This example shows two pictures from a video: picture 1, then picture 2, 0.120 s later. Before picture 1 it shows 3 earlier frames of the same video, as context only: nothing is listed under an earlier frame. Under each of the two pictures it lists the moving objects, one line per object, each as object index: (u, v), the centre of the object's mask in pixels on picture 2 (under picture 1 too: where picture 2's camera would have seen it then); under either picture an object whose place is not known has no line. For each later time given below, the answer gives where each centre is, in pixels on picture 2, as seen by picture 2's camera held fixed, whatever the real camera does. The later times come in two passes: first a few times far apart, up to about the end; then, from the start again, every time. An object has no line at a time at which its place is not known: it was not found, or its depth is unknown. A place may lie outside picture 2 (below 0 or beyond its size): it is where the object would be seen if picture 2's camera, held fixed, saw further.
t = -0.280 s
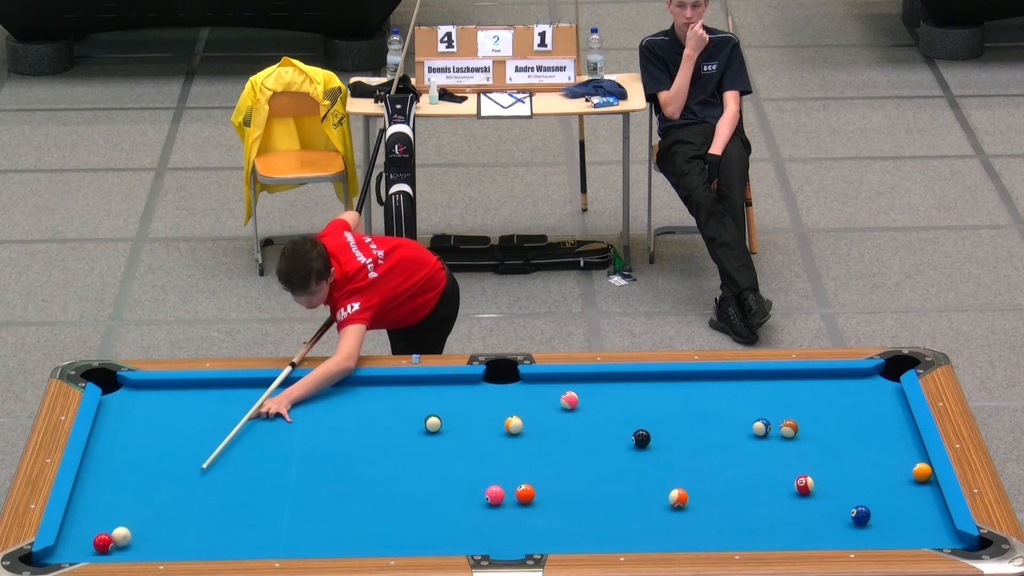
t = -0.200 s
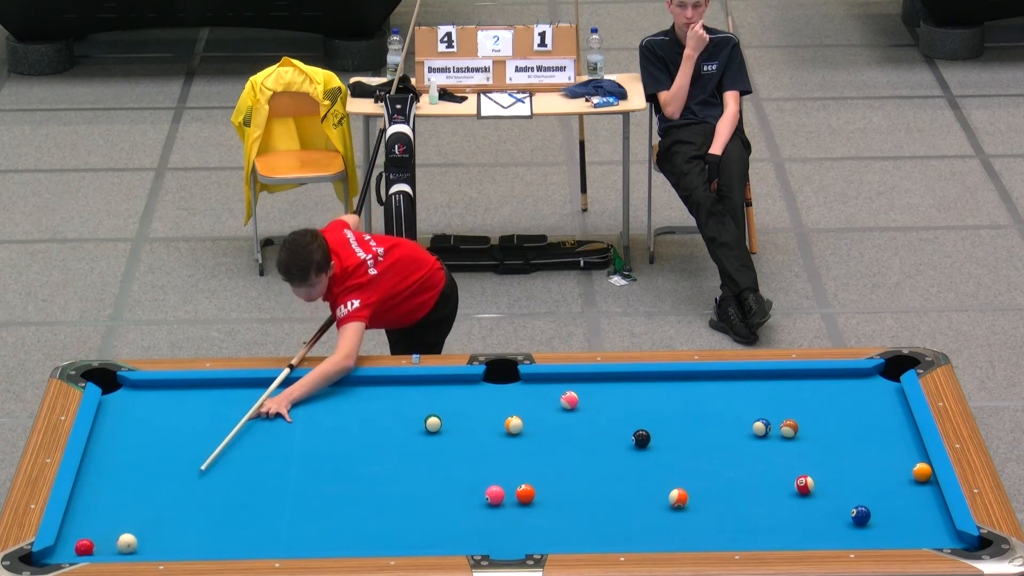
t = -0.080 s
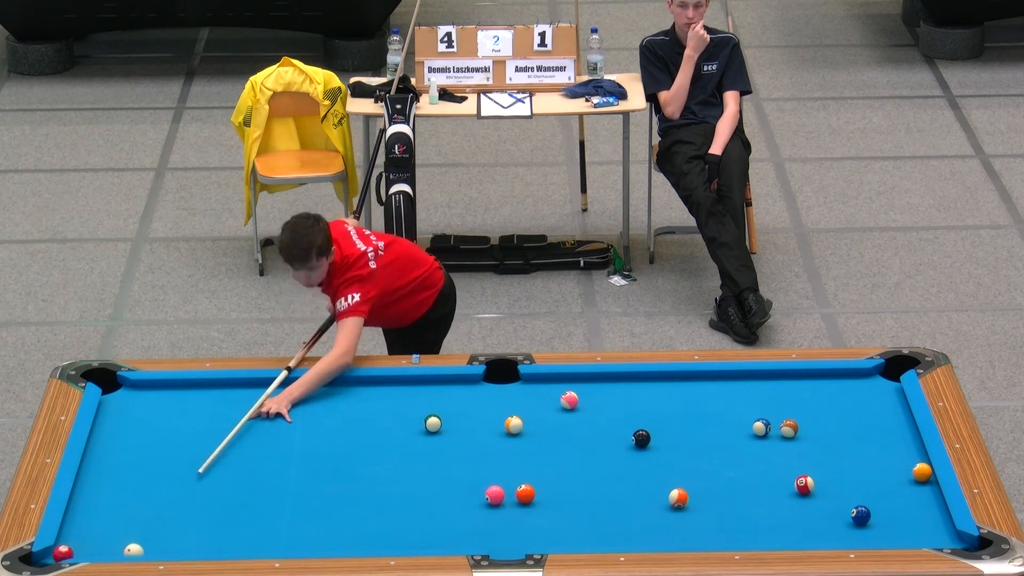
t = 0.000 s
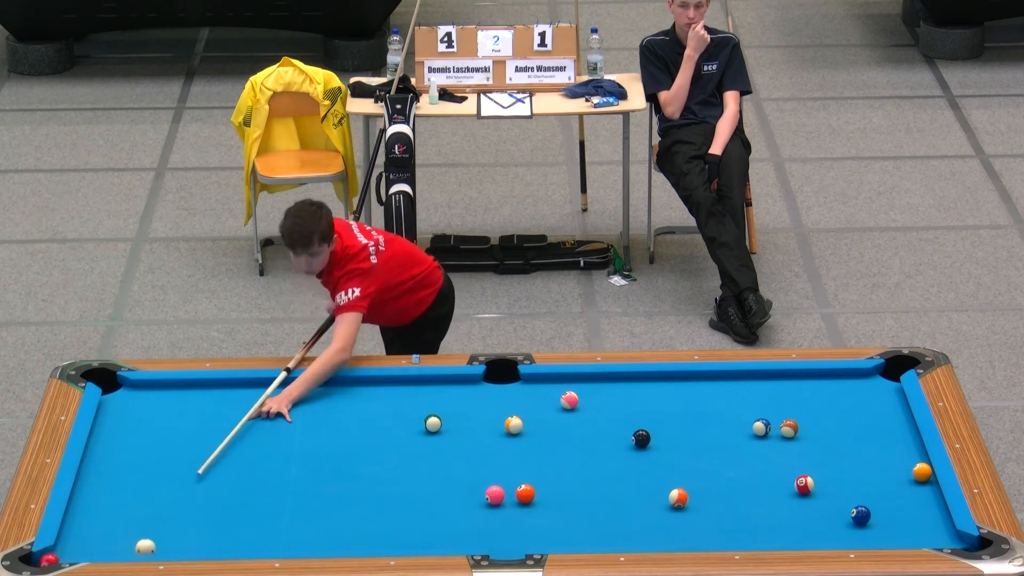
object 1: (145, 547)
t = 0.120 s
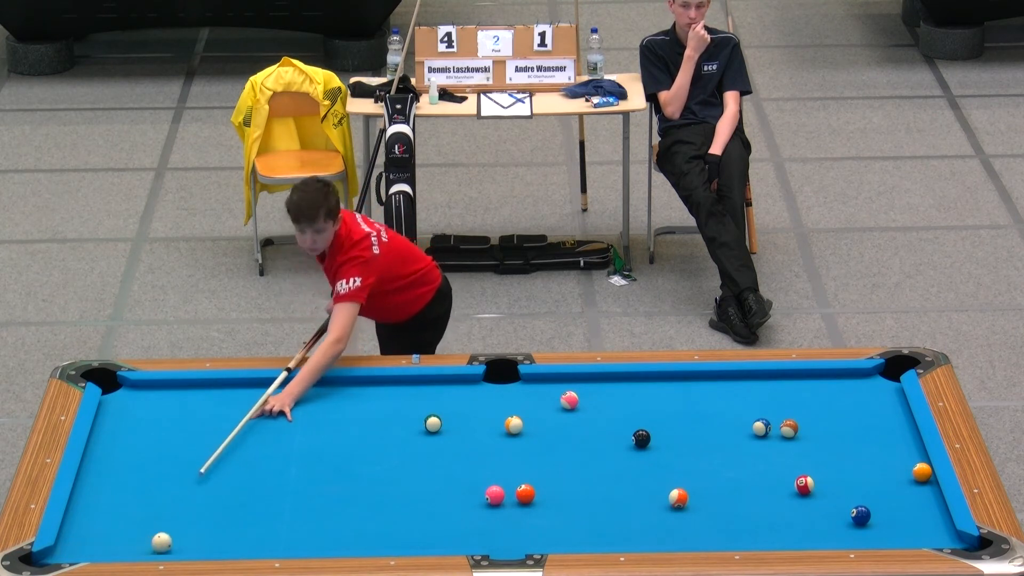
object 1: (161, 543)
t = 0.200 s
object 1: (172, 539)
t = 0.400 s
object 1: (198, 529)
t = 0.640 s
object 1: (227, 518)
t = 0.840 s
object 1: (250, 510)
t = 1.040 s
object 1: (272, 502)
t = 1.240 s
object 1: (292, 494)
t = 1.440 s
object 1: (311, 487)
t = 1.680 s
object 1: (333, 479)
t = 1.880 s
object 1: (349, 473)
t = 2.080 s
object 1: (365, 467)
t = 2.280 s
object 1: (379, 461)
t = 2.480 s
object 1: (392, 456)
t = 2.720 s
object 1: (407, 450)
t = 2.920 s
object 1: (419, 446)
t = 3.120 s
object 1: (430, 441)
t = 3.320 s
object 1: (440, 438)
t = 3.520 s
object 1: (449, 434)
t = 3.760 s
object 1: (458, 430)
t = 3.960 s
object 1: (466, 427)
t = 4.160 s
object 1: (472, 425)
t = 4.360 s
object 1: (478, 422)
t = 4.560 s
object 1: (483, 420)
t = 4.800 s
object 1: (488, 418)
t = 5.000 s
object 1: (491, 416)
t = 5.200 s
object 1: (493, 415)
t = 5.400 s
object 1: (495, 414)
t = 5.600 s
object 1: (495, 413)
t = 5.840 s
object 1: (496, 413)
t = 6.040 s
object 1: (496, 413)
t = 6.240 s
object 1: (496, 413)
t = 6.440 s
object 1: (496, 413)
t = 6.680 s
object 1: (496, 413)
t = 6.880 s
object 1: (495, 412)
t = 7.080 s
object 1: (495, 413)
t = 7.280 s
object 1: (495, 413)
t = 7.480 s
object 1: (495, 413)
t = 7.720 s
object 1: (495, 412)
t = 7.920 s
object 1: (495, 412)
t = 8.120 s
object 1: (495, 412)
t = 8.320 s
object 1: (495, 412)
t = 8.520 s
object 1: (495, 412)
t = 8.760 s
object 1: (495, 412)
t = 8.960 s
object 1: (495, 412)
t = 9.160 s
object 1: (495, 412)
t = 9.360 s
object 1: (495, 412)
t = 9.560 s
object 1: (495, 412)
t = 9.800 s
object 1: (495, 412)
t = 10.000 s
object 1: (495, 412)
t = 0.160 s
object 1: (167, 541)
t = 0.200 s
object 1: (172, 539)
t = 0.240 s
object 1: (177, 537)
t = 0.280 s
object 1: (183, 535)
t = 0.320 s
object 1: (188, 533)
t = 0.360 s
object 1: (193, 531)
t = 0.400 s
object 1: (198, 529)
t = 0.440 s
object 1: (203, 527)
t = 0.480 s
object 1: (208, 525)
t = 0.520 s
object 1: (213, 524)
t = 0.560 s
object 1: (217, 522)
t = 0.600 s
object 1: (223, 520)
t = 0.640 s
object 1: (227, 518)
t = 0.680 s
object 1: (232, 516)
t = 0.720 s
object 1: (236, 515)
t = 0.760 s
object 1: (241, 513)
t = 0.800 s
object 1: (246, 511)
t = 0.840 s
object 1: (250, 510)
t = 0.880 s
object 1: (254, 508)
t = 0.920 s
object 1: (259, 506)
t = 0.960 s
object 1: (263, 505)
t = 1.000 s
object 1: (268, 503)
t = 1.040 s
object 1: (272, 502)
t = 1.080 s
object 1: (276, 500)
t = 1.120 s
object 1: (280, 498)
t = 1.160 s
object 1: (284, 497)
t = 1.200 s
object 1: (288, 496)
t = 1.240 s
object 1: (292, 494)
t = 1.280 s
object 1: (296, 493)
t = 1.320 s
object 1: (300, 491)
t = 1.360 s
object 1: (304, 490)
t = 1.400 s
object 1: (308, 488)
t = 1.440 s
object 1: (311, 487)
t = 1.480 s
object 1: (315, 486)
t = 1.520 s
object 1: (319, 484)
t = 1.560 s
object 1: (322, 483)
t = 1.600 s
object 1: (326, 482)
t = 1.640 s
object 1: (329, 480)
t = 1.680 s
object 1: (333, 479)
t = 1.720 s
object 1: (336, 477)
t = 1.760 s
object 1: (339, 476)
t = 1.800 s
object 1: (343, 475)
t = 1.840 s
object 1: (346, 474)
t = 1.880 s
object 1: (349, 473)
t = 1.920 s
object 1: (352, 471)
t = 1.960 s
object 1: (356, 470)
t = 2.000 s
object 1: (359, 469)
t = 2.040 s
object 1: (361, 468)
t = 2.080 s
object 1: (365, 467)
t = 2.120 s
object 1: (367, 465)
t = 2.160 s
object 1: (371, 464)
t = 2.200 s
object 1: (373, 463)
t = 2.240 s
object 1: (376, 462)
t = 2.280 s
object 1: (379, 461)
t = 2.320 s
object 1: (381, 460)
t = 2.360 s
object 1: (384, 459)
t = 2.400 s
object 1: (387, 458)
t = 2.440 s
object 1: (389, 457)
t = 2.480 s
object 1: (392, 456)
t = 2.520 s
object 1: (395, 455)
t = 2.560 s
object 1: (397, 454)
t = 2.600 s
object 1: (400, 453)
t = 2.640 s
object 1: (402, 452)
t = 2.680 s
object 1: (405, 451)
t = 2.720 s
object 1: (407, 450)
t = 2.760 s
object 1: (409, 449)
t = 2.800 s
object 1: (412, 448)
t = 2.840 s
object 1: (414, 447)
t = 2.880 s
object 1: (416, 447)
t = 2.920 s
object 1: (419, 446)
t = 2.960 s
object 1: (421, 445)
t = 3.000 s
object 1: (423, 444)
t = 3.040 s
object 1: (425, 443)
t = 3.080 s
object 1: (428, 442)
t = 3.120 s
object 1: (430, 441)
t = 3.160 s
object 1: (432, 441)
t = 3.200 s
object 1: (434, 440)
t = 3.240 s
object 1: (436, 439)
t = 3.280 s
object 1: (438, 438)
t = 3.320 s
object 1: (440, 438)
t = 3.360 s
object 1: (442, 437)
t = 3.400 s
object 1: (443, 436)
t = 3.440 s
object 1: (445, 436)
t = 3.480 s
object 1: (447, 435)
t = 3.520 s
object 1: (449, 434)
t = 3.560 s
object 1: (450, 433)
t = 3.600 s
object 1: (452, 433)
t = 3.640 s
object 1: (454, 432)
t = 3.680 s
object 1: (455, 431)
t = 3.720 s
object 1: (457, 431)
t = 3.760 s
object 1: (458, 430)
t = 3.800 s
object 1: (460, 430)
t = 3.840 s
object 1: (461, 429)
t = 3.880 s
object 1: (463, 428)
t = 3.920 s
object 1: (464, 428)
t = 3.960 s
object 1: (466, 427)
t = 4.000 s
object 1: (467, 427)
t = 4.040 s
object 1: (468, 426)
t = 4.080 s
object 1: (470, 425)
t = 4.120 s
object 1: (471, 425)
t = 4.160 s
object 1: (472, 425)
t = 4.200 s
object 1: (473, 424)
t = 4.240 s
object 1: (474, 424)
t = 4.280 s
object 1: (476, 423)
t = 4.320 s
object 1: (477, 423)
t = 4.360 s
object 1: (478, 422)
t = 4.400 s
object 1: (479, 422)
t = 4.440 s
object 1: (480, 421)
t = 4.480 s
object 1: (481, 421)
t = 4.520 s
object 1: (482, 421)
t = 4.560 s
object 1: (483, 420)
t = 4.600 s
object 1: (484, 420)
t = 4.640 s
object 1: (485, 420)
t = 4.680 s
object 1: (485, 419)
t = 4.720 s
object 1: (486, 419)
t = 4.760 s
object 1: (487, 419)
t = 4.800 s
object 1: (488, 418)
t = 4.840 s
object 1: (488, 418)
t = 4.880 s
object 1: (489, 417)
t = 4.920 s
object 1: (490, 417)
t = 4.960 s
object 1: (490, 417)
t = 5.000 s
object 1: (491, 416)
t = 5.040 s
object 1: (491, 416)
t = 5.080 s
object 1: (492, 416)
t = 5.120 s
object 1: (492, 416)
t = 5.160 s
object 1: (493, 416)
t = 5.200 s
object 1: (493, 415)
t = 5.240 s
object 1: (494, 415)
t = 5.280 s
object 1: (494, 415)
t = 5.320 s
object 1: (494, 415)
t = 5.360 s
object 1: (495, 414)
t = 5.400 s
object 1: (495, 414)
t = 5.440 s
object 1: (495, 414)
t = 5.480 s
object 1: (495, 414)
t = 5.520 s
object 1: (495, 414)
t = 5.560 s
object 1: (495, 413)
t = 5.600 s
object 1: (495, 413)
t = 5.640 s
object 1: (495, 413)
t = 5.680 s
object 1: (495, 413)
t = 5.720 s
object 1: (495, 413)
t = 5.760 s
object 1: (495, 413)
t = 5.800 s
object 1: (495, 413)
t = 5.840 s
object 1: (496, 413)
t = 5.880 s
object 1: (495, 413)
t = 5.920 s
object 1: (496, 413)
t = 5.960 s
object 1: (496, 413)
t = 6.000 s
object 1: (496, 413)
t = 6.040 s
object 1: (496, 413)
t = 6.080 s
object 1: (495, 413)
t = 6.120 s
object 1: (496, 413)
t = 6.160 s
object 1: (496, 413)
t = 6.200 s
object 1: (496, 413)
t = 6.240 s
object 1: (496, 413)
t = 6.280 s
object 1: (495, 413)
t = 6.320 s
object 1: (496, 413)
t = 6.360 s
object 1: (495, 413)
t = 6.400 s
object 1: (495, 413)
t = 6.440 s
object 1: (496, 413)
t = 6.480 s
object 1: (496, 413)
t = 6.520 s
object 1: (496, 413)
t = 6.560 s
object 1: (495, 413)
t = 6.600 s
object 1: (495, 413)
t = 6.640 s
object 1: (495, 413)
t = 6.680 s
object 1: (496, 413)
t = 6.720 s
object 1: (496, 413)
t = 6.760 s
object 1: (495, 412)
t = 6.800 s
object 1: (495, 413)
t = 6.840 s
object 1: (495, 412)
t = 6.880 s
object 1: (495, 412)
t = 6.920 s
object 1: (496, 412)
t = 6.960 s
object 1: (495, 412)
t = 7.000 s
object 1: (495, 412)
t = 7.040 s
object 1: (495, 412)
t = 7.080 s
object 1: (495, 413)
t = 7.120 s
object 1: (495, 413)
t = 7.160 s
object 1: (495, 412)
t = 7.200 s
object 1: (495, 413)
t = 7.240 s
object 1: (495, 413)
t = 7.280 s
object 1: (495, 413)
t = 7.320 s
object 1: (495, 413)
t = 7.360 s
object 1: (495, 413)
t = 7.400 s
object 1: (495, 412)
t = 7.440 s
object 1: (495, 412)
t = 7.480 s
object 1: (495, 413)
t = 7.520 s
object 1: (495, 413)
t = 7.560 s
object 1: (495, 412)
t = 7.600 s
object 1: (495, 412)
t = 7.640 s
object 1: (495, 412)
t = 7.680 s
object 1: (495, 412)
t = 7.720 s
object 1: (495, 412)
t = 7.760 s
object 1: (495, 412)
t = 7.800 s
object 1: (495, 412)
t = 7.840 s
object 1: (495, 412)
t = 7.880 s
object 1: (495, 412)
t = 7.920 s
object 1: (495, 412)
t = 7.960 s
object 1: (495, 412)
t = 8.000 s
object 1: (495, 412)
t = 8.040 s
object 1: (495, 412)
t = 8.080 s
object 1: (495, 412)
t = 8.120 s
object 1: (495, 412)
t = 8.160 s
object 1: (495, 412)
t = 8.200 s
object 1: (495, 412)
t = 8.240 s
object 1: (495, 412)
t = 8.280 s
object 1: (495, 412)
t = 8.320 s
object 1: (495, 412)
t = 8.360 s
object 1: (495, 412)
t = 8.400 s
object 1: (495, 412)
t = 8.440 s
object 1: (495, 412)
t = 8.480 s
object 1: (495, 412)
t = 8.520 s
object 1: (495, 412)
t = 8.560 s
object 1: (495, 412)
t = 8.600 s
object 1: (495, 412)
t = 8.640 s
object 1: (495, 412)
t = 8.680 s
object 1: (495, 412)
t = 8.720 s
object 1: (495, 412)
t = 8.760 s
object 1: (495, 412)
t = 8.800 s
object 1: (495, 412)
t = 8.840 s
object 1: (495, 412)
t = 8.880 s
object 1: (495, 412)
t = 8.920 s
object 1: (495, 412)
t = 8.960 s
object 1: (495, 412)
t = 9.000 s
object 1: (495, 412)
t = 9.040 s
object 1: (495, 412)
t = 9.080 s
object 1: (495, 412)
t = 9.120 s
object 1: (495, 412)
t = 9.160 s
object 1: (495, 412)
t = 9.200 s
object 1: (495, 412)
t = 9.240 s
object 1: (495, 412)
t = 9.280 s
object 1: (495, 412)
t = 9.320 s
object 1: (495, 412)
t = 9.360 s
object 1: (495, 412)
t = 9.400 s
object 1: (495, 412)
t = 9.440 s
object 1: (495, 412)
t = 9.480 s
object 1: (495, 412)
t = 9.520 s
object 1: (495, 412)
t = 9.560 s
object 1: (495, 412)
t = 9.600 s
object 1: (495, 412)
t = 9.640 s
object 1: (495, 412)
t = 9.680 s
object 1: (495, 412)
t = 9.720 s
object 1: (495, 412)
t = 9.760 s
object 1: (495, 412)
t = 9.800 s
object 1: (495, 412)
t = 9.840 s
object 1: (495, 412)
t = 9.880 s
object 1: (495, 412)
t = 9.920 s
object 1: (495, 412)
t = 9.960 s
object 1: (495, 412)
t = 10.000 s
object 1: (495, 412)
